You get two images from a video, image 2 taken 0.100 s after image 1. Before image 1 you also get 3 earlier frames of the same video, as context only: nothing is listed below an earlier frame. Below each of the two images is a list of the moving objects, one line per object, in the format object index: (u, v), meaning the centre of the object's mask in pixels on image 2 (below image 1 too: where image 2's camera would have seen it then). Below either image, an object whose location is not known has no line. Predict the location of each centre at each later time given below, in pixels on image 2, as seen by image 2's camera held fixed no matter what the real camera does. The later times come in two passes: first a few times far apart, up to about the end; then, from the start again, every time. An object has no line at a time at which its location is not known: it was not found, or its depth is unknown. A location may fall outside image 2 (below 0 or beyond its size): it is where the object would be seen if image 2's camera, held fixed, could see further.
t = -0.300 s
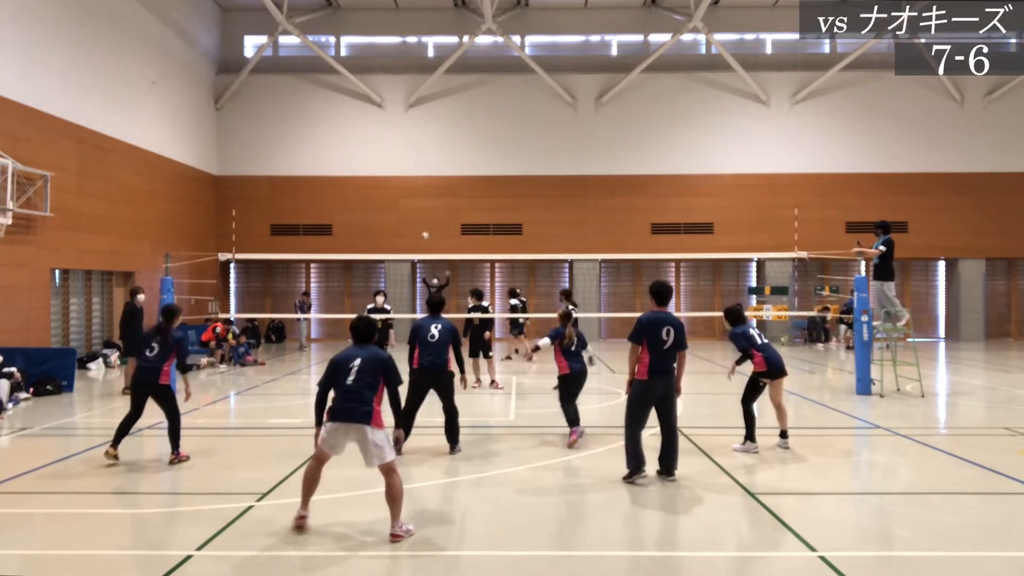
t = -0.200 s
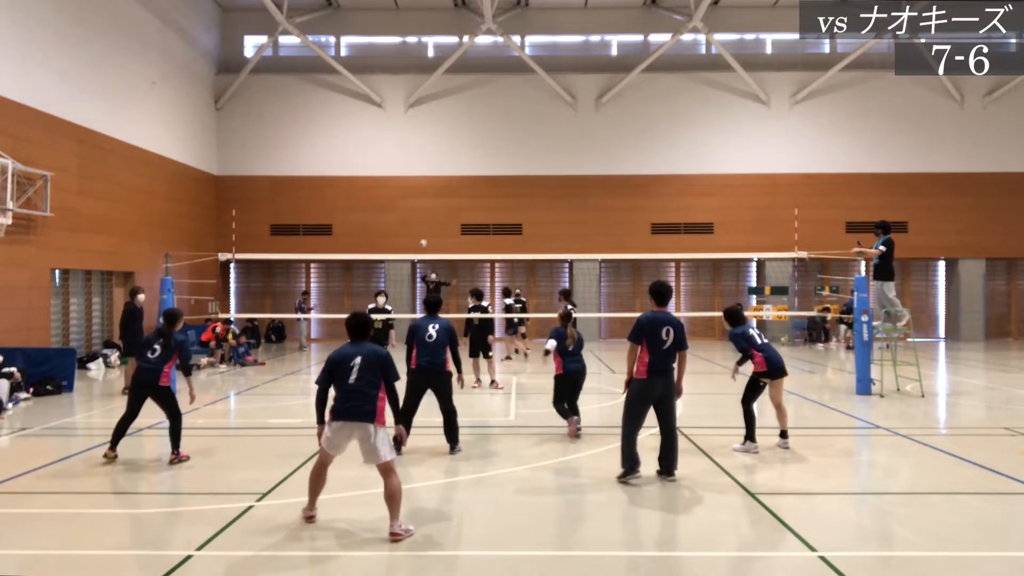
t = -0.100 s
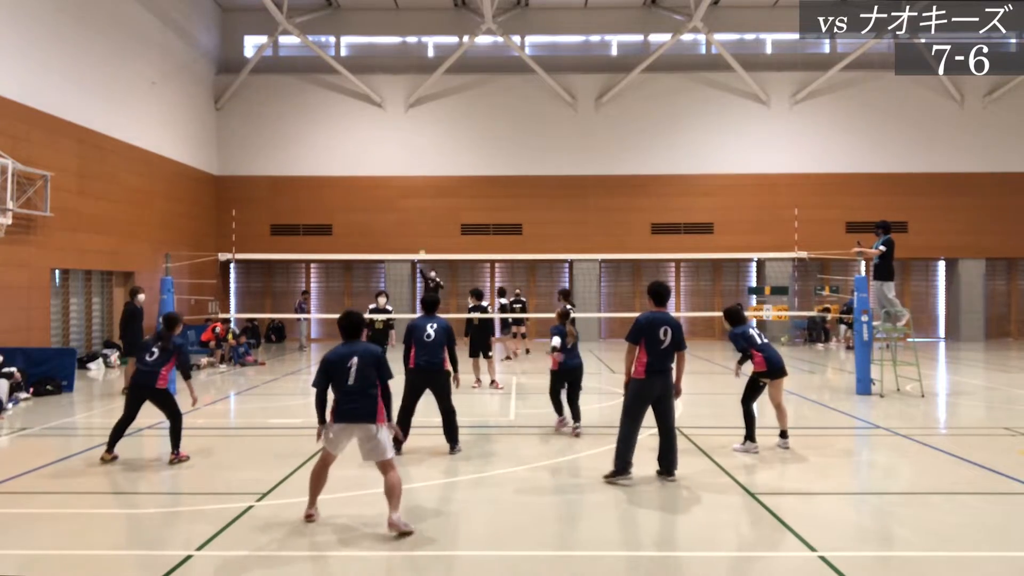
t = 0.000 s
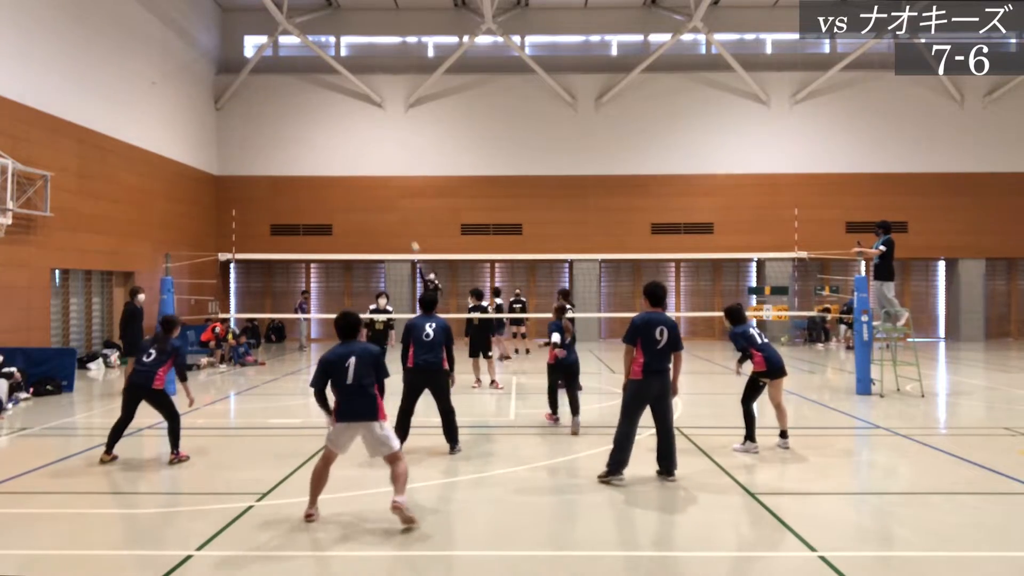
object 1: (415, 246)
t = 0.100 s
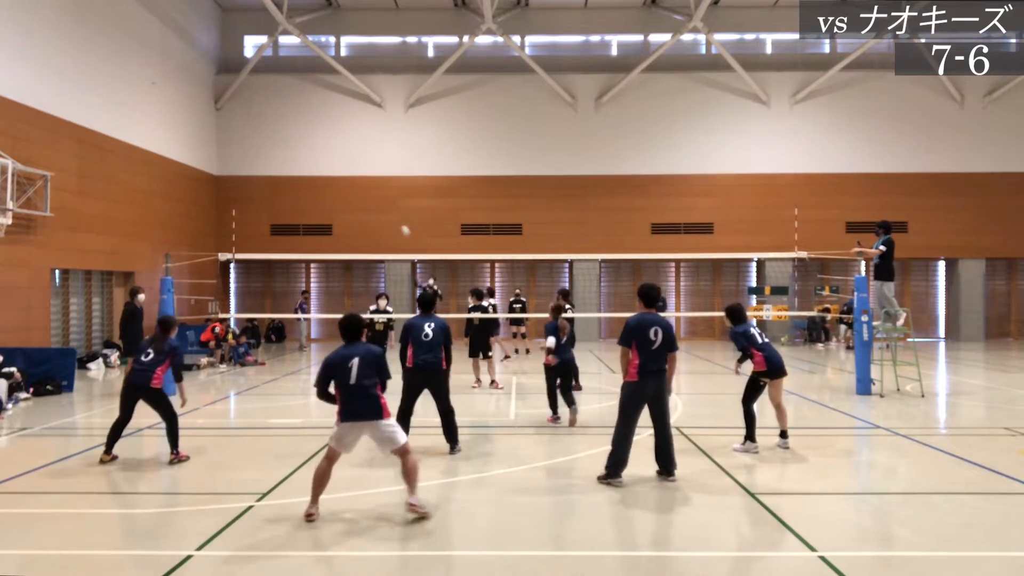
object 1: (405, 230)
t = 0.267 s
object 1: (387, 208)
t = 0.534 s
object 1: (349, 197)
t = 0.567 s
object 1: (343, 199)
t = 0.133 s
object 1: (402, 225)
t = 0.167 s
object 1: (398, 221)
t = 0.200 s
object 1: (395, 216)
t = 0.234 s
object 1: (391, 212)
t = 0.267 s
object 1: (387, 208)
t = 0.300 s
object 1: (383, 204)
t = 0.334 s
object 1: (379, 202)
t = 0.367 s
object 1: (375, 199)
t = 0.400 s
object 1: (370, 198)
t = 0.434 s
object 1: (365, 197)
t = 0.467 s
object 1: (361, 196)
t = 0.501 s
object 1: (355, 196)
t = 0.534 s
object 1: (349, 197)
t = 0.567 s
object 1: (343, 199)
